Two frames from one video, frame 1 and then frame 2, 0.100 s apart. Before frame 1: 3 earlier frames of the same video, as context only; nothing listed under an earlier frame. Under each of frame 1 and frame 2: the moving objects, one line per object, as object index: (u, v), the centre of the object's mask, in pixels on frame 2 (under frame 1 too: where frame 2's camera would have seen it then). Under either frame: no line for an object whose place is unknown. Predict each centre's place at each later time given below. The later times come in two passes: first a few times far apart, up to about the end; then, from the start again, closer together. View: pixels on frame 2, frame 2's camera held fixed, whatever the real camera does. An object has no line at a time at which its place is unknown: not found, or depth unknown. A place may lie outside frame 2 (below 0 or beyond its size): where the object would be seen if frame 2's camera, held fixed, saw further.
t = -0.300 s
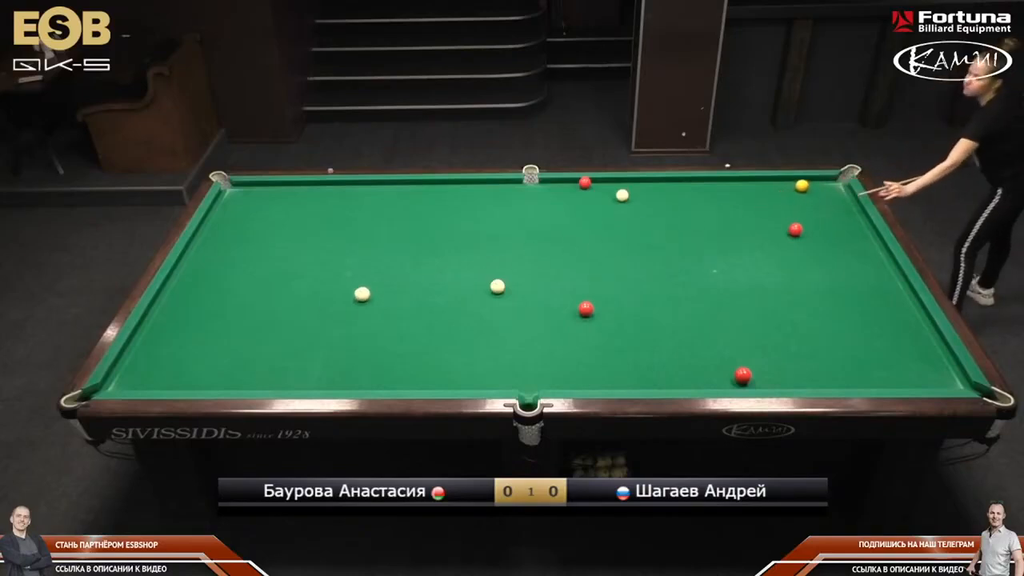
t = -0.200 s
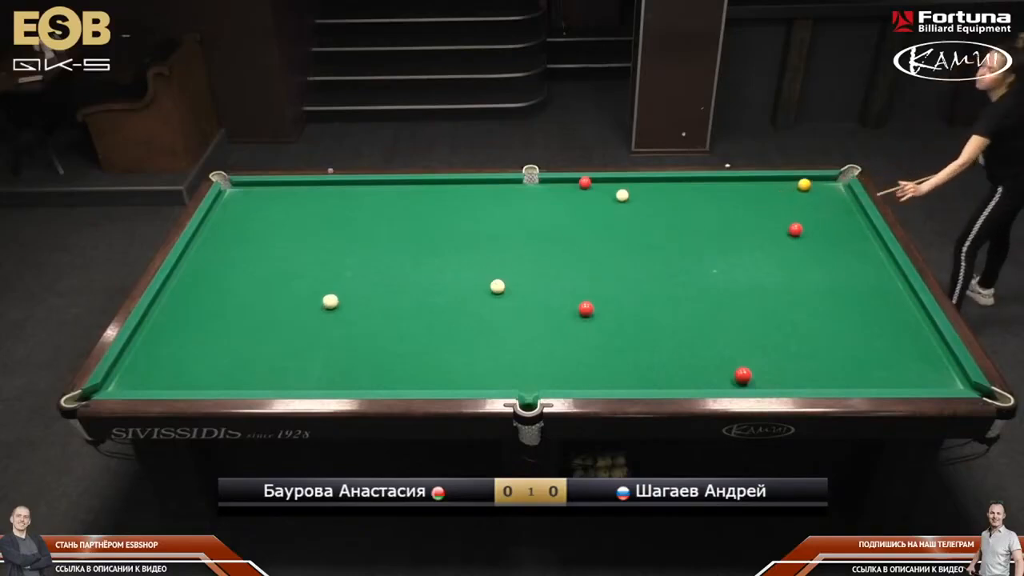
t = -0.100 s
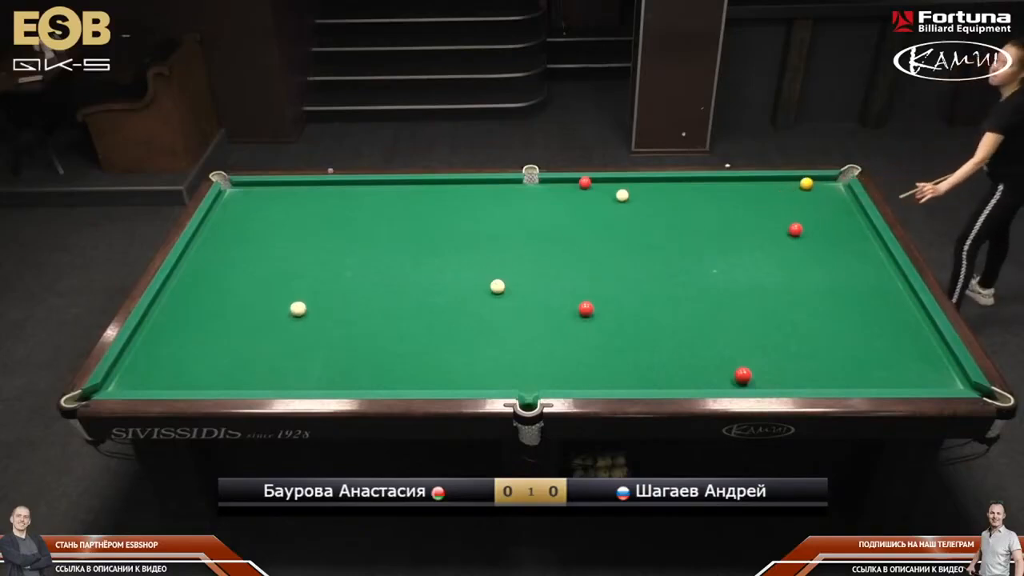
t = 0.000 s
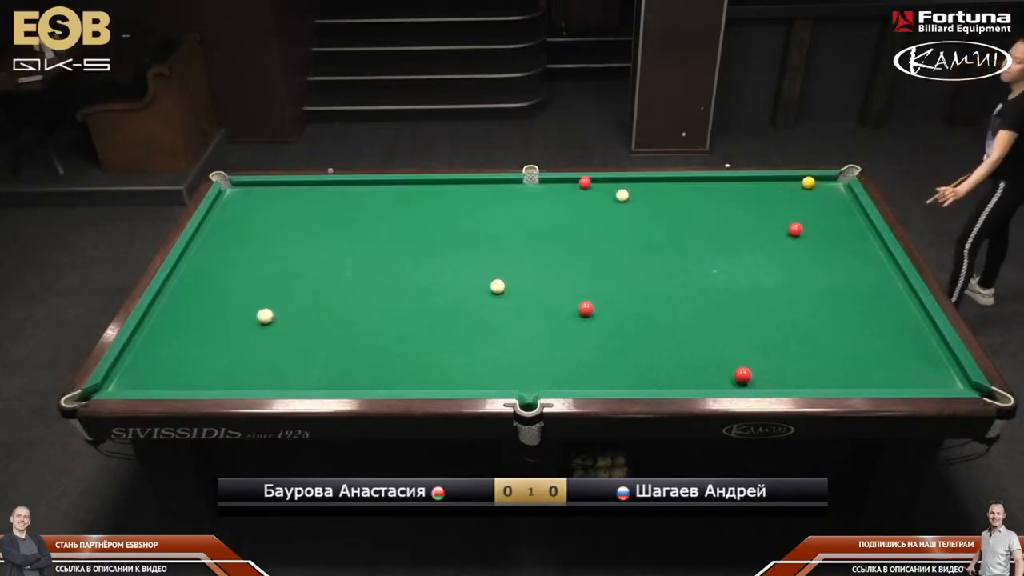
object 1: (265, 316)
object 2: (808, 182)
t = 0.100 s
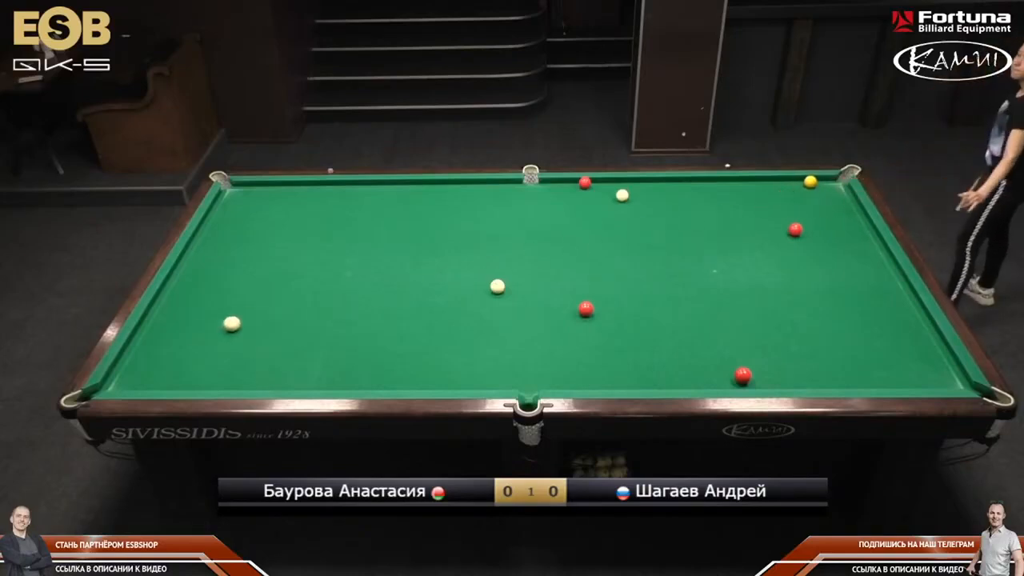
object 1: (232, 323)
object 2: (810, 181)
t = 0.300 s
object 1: (163, 339)
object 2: (814, 180)
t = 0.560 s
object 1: (156, 354)
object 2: (817, 179)
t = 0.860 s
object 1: (201, 368)
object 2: (820, 180)
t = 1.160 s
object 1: (247, 382)
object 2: (823, 181)
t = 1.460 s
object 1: (291, 379)
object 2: (824, 182)
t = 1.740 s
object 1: (329, 372)
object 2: (824, 182)
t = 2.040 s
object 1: (368, 365)
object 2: (824, 182)
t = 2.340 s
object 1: (404, 358)
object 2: (824, 182)
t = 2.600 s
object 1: (433, 353)
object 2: (824, 182)
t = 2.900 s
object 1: (465, 346)
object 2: (824, 182)
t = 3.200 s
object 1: (494, 341)
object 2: (824, 182)
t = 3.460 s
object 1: (518, 336)
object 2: (824, 182)
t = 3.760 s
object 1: (543, 331)
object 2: (824, 182)
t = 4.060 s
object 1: (566, 327)
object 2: (824, 182)
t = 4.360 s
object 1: (588, 323)
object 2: (824, 182)
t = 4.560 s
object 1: (601, 321)
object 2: (824, 182)
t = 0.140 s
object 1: (218, 326)
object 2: (811, 181)
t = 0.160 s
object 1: (211, 328)
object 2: (811, 181)
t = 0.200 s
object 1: (198, 331)
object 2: (812, 181)
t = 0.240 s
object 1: (184, 334)
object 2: (812, 180)
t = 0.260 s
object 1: (177, 335)
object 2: (813, 180)
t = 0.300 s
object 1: (163, 339)
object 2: (814, 180)
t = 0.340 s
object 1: (150, 342)
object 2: (814, 179)
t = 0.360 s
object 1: (143, 343)
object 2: (814, 179)
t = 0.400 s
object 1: (129, 347)
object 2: (815, 179)
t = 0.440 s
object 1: (137, 349)
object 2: (816, 179)
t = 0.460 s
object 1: (140, 350)
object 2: (816, 179)
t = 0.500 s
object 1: (147, 351)
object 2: (816, 179)
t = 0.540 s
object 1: (154, 353)
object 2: (817, 179)
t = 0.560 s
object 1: (156, 354)
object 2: (817, 179)
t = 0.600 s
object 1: (162, 356)
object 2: (818, 179)
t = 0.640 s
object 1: (168, 358)
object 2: (818, 180)
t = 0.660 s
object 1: (172, 359)
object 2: (819, 180)
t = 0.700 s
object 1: (177, 361)
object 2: (819, 180)
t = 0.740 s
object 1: (183, 363)
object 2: (819, 180)
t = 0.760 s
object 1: (186, 364)
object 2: (819, 180)
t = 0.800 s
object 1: (192, 366)
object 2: (820, 180)
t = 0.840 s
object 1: (198, 367)
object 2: (820, 180)
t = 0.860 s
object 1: (201, 368)
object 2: (820, 180)
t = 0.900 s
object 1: (207, 370)
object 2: (821, 180)
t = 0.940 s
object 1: (213, 372)
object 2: (821, 181)
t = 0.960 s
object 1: (217, 373)
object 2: (821, 181)
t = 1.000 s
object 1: (222, 375)
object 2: (822, 181)
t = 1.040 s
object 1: (228, 377)
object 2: (822, 181)
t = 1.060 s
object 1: (231, 378)
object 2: (822, 181)
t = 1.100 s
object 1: (238, 380)
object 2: (822, 181)
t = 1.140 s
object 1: (244, 381)
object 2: (822, 181)
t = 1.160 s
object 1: (247, 382)
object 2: (823, 181)
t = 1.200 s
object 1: (252, 384)
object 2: (823, 181)
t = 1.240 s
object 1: (259, 384)
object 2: (823, 181)
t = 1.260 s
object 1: (262, 383)
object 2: (823, 181)
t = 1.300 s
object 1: (268, 382)
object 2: (823, 182)
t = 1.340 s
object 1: (273, 382)
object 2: (823, 182)
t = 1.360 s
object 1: (277, 382)
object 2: (823, 182)
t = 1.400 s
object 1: (282, 381)
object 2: (824, 182)
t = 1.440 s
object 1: (288, 380)
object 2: (824, 182)
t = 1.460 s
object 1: (291, 379)
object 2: (824, 182)
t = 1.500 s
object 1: (297, 378)
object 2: (824, 182)
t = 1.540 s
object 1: (302, 377)
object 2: (824, 182)
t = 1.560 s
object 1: (305, 377)
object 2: (824, 182)
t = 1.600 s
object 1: (311, 376)
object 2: (824, 182)
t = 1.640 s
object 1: (316, 375)
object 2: (824, 182)
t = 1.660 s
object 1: (319, 374)
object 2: (824, 182)
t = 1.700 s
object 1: (324, 373)
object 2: (824, 182)
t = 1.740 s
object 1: (329, 372)
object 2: (824, 182)
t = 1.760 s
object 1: (332, 372)
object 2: (824, 182)
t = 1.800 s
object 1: (337, 371)
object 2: (824, 182)
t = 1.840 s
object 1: (342, 370)
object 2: (824, 182)
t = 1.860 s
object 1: (345, 370)
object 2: (824, 182)
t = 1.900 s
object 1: (350, 368)
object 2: (824, 182)
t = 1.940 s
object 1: (355, 367)
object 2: (824, 182)
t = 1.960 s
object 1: (358, 367)
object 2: (824, 182)
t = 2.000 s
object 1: (363, 366)
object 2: (824, 182)
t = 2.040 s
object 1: (368, 365)
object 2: (824, 182)
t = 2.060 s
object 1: (370, 365)
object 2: (824, 182)
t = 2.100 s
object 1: (375, 364)
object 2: (824, 182)
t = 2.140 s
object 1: (380, 363)
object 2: (824, 182)
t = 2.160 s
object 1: (383, 362)
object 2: (824, 182)
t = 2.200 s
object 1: (387, 361)
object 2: (824, 182)
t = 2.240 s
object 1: (392, 361)
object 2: (824, 182)
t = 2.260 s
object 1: (395, 360)
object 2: (824, 182)
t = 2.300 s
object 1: (399, 359)
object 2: (824, 182)
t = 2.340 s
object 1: (404, 358)
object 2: (824, 182)
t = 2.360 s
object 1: (406, 358)
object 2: (824, 182)
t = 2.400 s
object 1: (411, 357)
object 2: (824, 182)
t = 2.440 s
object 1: (415, 356)
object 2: (824, 182)
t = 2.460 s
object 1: (418, 356)
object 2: (824, 182)
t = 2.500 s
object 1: (422, 355)
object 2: (824, 182)
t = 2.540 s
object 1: (427, 354)
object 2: (824, 182)
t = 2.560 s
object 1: (429, 353)
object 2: (824, 182)
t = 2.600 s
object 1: (433, 353)
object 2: (824, 182)
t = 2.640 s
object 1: (438, 352)
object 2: (824, 182)
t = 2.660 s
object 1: (440, 351)
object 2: (824, 182)
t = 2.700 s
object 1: (444, 350)
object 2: (824, 182)
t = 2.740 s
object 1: (448, 350)
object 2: (824, 182)
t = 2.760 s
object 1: (450, 349)
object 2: (824, 182)
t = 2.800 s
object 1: (455, 348)
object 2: (824, 182)
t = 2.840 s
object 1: (459, 348)
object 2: (824, 182)
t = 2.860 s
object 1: (461, 347)
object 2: (824, 182)
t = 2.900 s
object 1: (465, 346)
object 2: (824, 182)
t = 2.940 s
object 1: (469, 346)
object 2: (824, 182)
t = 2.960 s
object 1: (471, 345)
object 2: (824, 182)
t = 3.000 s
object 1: (475, 344)
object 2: (824, 182)
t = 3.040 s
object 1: (479, 344)
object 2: (824, 182)
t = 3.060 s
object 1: (481, 343)
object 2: (824, 182)
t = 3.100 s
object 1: (485, 342)
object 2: (824, 182)
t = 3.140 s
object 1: (488, 342)
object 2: (824, 182)
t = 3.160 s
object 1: (490, 342)
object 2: (824, 182)
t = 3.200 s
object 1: (494, 341)
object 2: (824, 182)
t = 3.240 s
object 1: (498, 340)
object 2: (824, 182)
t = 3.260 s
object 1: (500, 339)
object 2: (824, 182)
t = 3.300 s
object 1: (503, 339)
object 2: (824, 182)
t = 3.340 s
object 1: (507, 338)
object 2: (824, 182)
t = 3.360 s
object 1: (509, 338)
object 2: (824, 182)
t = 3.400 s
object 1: (512, 337)
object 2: (824, 182)
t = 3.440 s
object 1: (516, 336)
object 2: (824, 182)
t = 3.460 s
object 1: (518, 336)
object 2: (824, 182)
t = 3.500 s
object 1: (521, 336)
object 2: (824, 182)
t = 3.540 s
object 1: (525, 335)
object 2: (824, 182)
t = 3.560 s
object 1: (527, 335)
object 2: (824, 182)
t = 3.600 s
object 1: (530, 334)
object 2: (824, 182)
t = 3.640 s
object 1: (533, 333)
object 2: (824, 182)
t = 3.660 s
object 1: (535, 333)
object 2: (824, 182)
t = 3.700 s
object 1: (538, 333)
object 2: (824, 182)
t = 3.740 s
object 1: (541, 332)
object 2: (824, 182)
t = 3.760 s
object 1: (543, 331)
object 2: (824, 182)
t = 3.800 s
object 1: (546, 331)
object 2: (824, 182)
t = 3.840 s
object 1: (549, 331)
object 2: (824, 182)
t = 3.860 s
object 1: (551, 330)
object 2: (824, 182)
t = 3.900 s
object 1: (554, 330)
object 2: (824, 182)
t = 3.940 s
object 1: (557, 329)
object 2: (824, 182)
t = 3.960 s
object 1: (559, 329)
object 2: (824, 182)
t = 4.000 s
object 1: (562, 328)
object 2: (824, 182)
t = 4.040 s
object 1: (565, 328)
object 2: (824, 182)
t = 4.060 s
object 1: (566, 327)
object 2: (824, 182)
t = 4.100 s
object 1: (569, 327)
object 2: (824, 182)
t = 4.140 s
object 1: (572, 326)
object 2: (824, 182)
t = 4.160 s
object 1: (574, 326)
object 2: (824, 182)
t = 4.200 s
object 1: (576, 325)
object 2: (824, 182)
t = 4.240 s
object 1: (579, 325)
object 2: (824, 182)
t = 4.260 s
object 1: (581, 324)
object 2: (824, 182)
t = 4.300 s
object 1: (584, 324)
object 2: (824, 182)
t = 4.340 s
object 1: (586, 323)
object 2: (824, 182)
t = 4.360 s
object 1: (588, 323)
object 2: (824, 182)
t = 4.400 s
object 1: (590, 323)
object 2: (824, 182)
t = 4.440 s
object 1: (593, 322)
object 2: (824, 182)
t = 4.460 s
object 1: (594, 322)
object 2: (824, 182)
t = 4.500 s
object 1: (597, 321)
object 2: (824, 182)
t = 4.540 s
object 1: (599, 321)
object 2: (824, 182)
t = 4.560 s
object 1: (601, 321)
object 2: (824, 182)
